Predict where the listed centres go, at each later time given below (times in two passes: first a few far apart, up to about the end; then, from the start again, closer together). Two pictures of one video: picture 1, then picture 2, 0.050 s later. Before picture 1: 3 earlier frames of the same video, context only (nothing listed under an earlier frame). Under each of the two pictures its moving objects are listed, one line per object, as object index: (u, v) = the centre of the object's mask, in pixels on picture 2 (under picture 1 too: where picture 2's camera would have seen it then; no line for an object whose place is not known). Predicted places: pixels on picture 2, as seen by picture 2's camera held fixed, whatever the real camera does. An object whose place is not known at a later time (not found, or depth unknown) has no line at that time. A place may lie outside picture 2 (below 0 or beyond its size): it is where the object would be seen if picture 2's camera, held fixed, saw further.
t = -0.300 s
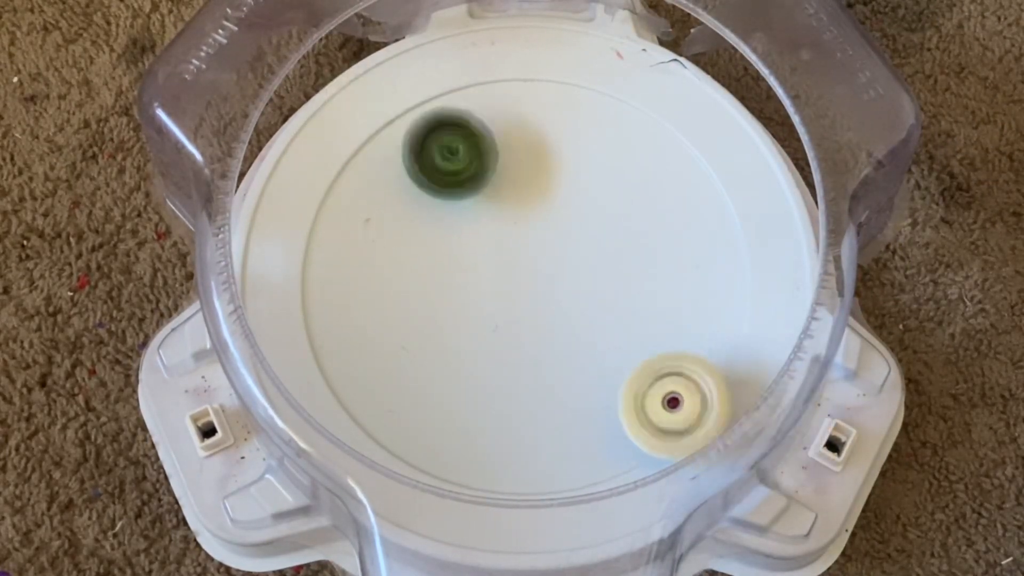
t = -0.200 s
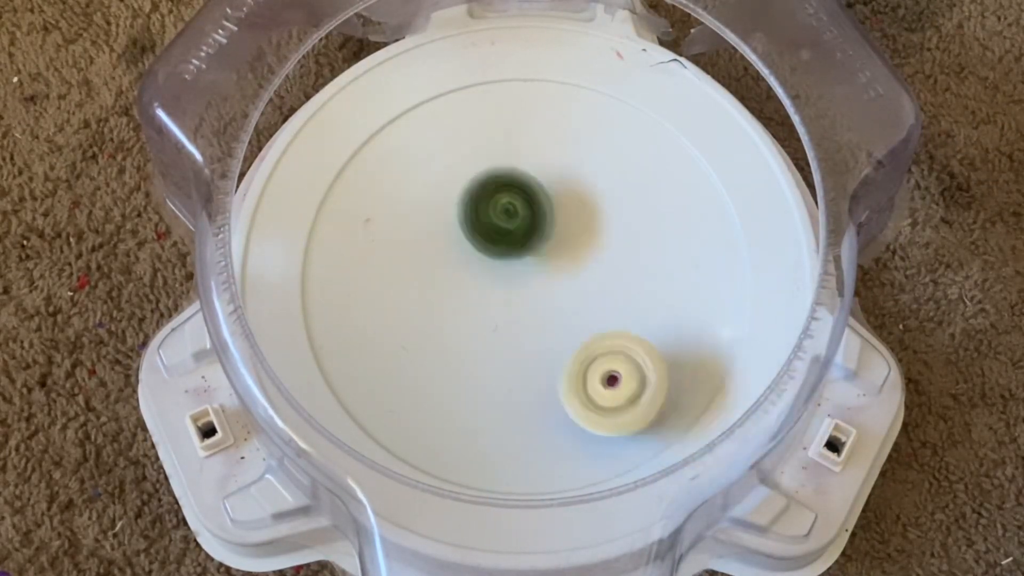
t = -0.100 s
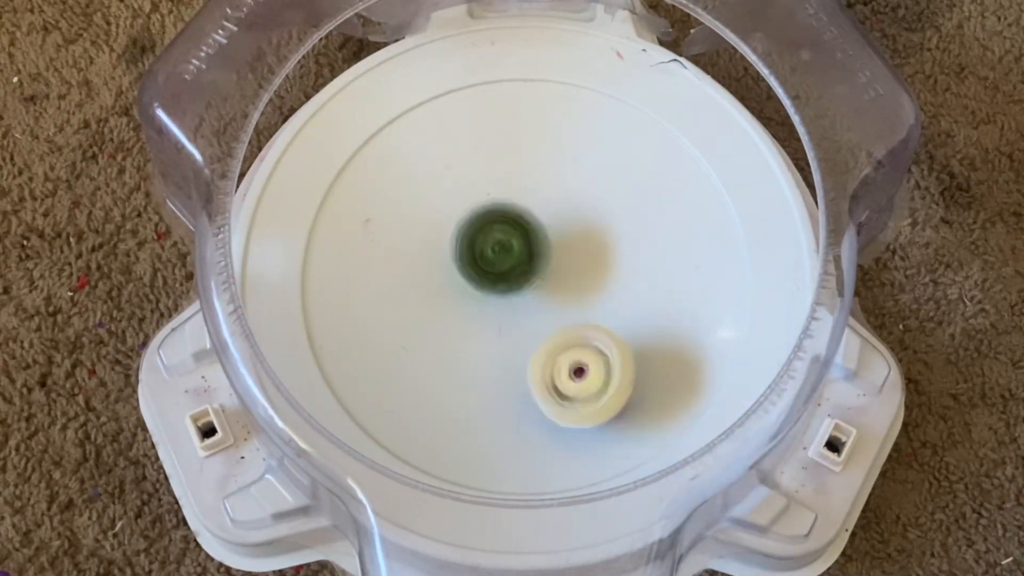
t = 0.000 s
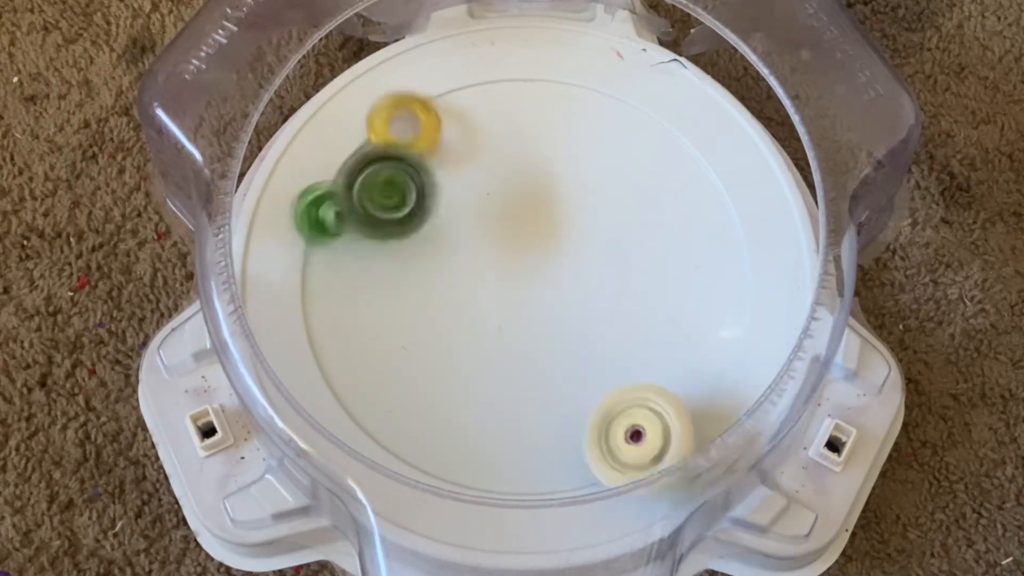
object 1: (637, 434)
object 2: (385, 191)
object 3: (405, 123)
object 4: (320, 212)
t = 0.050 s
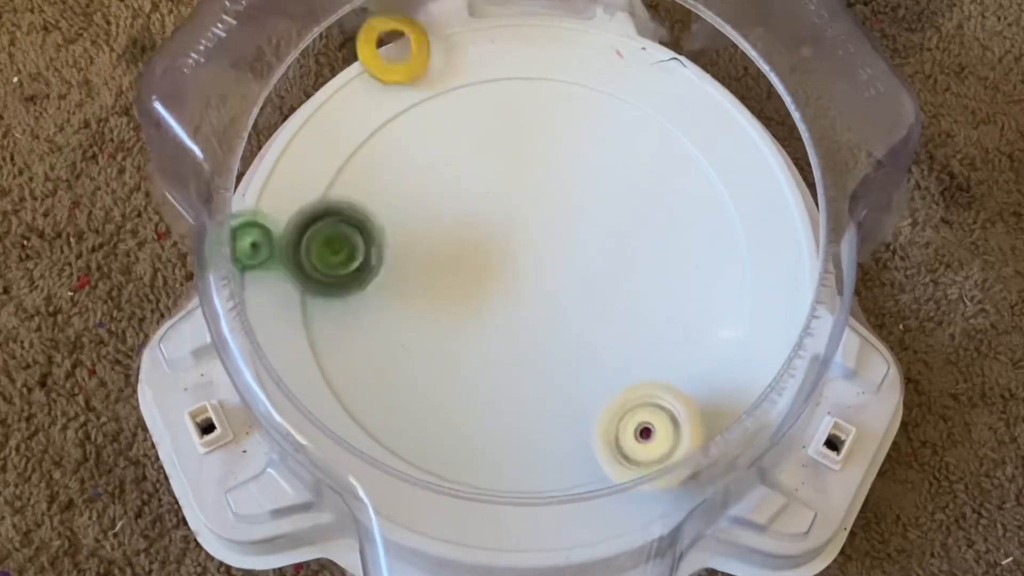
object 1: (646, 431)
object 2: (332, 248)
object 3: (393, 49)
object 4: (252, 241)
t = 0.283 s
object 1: (597, 348)
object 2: (432, 414)
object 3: (551, 299)
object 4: (494, 174)
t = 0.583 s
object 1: (610, 318)
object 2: (421, 354)
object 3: (527, 140)
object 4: (604, 74)
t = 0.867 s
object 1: (541, 291)
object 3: (544, 211)
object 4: (628, 217)
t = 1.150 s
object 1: (440, 286)
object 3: (529, 215)
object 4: (526, 310)
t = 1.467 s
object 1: (423, 278)
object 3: (552, 348)
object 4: (684, 363)
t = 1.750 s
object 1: (456, 236)
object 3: (630, 493)
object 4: (599, 298)
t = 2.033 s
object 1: (429, 170)
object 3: (579, 399)
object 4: (447, 366)
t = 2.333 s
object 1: (479, 225)
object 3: (668, 221)
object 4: (437, 31)
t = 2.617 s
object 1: (511, 236)
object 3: (436, 162)
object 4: (674, 263)
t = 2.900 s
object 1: (581, 220)
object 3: (440, 331)
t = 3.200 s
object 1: (623, 225)
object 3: (478, 398)
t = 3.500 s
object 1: (625, 254)
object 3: (514, 337)
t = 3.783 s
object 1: (575, 302)
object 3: (497, 351)
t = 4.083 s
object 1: (604, 303)
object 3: (323, 372)
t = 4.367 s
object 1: (538, 284)
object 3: (424, 339)
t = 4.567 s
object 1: (532, 362)
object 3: (318, 325)
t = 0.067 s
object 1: (648, 430)
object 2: (320, 269)
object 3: (404, 68)
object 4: (248, 257)
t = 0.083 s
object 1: (650, 427)
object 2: (321, 291)
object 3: (415, 88)
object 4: (253, 244)
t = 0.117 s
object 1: (650, 424)
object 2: (329, 327)
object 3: (438, 127)
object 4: (279, 220)
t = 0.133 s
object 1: (648, 421)
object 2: (334, 339)
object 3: (449, 149)
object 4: (298, 209)
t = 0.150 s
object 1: (645, 416)
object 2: (340, 352)
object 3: (462, 171)
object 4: (323, 206)
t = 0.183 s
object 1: (634, 402)
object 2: (356, 375)
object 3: (488, 213)
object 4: (359, 193)
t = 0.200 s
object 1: (628, 393)
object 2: (366, 386)
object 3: (502, 234)
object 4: (383, 190)
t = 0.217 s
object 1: (621, 384)
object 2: (377, 394)
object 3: (515, 255)
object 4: (401, 183)
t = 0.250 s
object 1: (607, 362)
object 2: (402, 406)
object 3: (542, 295)
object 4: (450, 177)
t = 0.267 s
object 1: (601, 351)
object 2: (416, 410)
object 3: (542, 300)
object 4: (468, 176)
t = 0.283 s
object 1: (597, 348)
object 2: (432, 414)
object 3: (551, 299)
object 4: (494, 174)
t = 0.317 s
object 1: (596, 355)
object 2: (469, 411)
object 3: (550, 238)
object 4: (528, 174)
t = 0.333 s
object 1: (595, 361)
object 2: (487, 408)
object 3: (549, 216)
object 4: (542, 156)
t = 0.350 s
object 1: (592, 363)
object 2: (505, 403)
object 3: (549, 199)
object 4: (545, 125)
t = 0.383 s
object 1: (601, 359)
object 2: (501, 394)
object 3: (548, 173)
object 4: (560, 72)
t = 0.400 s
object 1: (607, 357)
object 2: (491, 392)
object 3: (547, 163)
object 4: (565, 42)
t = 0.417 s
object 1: (612, 357)
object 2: (481, 391)
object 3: (547, 154)
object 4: (572, 24)
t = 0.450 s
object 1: (619, 354)
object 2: (462, 394)
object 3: (545, 132)
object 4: (578, 27)
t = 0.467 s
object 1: (619, 349)
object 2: (454, 390)
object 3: (544, 125)
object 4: (581, 32)
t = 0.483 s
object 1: (619, 344)
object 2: (447, 385)
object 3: (544, 119)
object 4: (582, 47)
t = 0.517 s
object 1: (617, 338)
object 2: (435, 376)
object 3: (543, 116)
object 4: (582, 67)
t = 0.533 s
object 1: (616, 332)
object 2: (431, 370)
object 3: (541, 116)
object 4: (584, 74)
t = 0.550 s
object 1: (614, 327)
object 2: (428, 365)
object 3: (537, 121)
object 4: (587, 74)
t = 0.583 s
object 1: (610, 318)
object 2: (421, 354)
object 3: (527, 140)
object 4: (604, 74)
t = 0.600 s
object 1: (608, 313)
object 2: (419, 347)
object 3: (522, 151)
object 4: (615, 77)
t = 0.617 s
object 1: (606, 309)
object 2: (418, 341)
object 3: (517, 164)
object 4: (616, 77)
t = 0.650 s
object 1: (600, 301)
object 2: (418, 329)
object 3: (504, 193)
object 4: (626, 84)
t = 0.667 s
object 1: (597, 298)
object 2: (418, 323)
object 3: (498, 209)
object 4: (630, 94)
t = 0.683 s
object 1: (595, 295)
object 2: (420, 317)
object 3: (491, 225)
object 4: (633, 97)
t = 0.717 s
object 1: (588, 290)
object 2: (414, 318)
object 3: (486, 246)
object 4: (635, 119)
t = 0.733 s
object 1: (584, 289)
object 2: (399, 336)
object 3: (496, 240)
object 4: (628, 131)
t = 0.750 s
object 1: (579, 288)
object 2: (383, 355)
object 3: (506, 236)
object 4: (629, 146)
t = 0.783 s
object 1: (570, 287)
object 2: (369, 376)
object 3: (524, 223)
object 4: (617, 172)
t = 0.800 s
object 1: (565, 287)
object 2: (364, 386)
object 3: (532, 219)
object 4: (615, 183)
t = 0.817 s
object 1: (560, 288)
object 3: (540, 214)
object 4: (606, 195)
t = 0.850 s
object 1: (547, 290)
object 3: (543, 212)
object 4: (621, 210)
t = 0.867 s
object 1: (541, 291)
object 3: (544, 211)
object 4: (628, 217)
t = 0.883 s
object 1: (534, 292)
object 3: (544, 210)
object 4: (631, 225)
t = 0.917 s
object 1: (521, 295)
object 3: (542, 208)
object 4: (636, 241)
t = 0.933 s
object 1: (515, 296)
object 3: (541, 207)
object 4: (632, 249)
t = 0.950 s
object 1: (508, 297)
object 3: (539, 207)
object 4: (630, 259)
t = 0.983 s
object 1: (495, 299)
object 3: (536, 206)
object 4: (620, 269)
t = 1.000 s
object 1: (488, 300)
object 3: (534, 206)
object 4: (614, 279)
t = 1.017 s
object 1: (482, 301)
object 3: (532, 205)
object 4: (608, 282)
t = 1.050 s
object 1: (471, 302)
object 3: (530, 206)
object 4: (589, 294)
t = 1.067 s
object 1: (465, 300)
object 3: (529, 206)
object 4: (582, 296)
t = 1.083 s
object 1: (459, 297)
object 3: (528, 207)
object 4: (569, 299)
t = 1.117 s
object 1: (449, 291)
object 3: (528, 210)
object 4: (550, 307)
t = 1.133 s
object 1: (444, 288)
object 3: (528, 212)
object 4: (539, 306)
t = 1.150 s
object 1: (440, 286)
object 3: (529, 215)
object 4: (526, 310)
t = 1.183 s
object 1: (434, 284)
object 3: (532, 221)
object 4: (508, 308)
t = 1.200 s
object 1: (432, 283)
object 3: (534, 225)
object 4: (498, 309)
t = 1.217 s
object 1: (426, 282)
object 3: (537, 230)
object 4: (514, 306)
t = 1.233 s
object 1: (421, 280)
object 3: (540, 234)
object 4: (533, 304)
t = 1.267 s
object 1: (412, 278)
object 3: (547, 247)
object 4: (575, 311)
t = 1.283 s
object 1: (409, 277)
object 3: (551, 254)
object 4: (590, 311)
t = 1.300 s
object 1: (406, 276)
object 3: (554, 261)
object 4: (612, 326)
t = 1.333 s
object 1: (404, 276)
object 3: (560, 279)
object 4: (634, 328)
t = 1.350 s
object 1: (404, 275)
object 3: (561, 288)
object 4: (644, 328)
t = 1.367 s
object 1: (404, 275)
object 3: (562, 297)
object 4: (652, 335)
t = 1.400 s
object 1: (408, 275)
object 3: (562, 316)
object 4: (663, 350)
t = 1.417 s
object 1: (411, 276)
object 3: (560, 326)
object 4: (672, 357)
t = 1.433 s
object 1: (415, 276)
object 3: (558, 333)
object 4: (673, 371)
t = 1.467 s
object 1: (423, 278)
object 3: (552, 348)
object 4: (684, 363)
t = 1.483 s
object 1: (427, 279)
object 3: (548, 354)
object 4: (680, 364)
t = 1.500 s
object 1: (431, 279)
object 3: (544, 359)
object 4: (684, 367)
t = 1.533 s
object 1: (440, 282)
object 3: (535, 366)
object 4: (685, 358)
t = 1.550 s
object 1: (444, 284)
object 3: (530, 367)
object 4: (682, 361)
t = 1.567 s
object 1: (449, 285)
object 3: (525, 368)
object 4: (683, 359)
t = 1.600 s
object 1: (457, 288)
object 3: (515, 366)
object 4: (671, 350)
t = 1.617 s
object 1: (462, 290)
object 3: (511, 363)
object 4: (668, 344)
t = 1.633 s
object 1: (465, 291)
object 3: (507, 359)
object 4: (663, 335)
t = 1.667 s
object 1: (464, 277)
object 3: (534, 393)
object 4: (644, 327)
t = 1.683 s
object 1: (462, 268)
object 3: (552, 416)
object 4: (638, 322)
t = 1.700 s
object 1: (461, 259)
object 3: (571, 441)
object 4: (629, 315)
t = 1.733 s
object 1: (458, 243)
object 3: (608, 474)
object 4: (610, 304)
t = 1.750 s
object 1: (456, 236)
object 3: (630, 493)
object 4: (599, 298)
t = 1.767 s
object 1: (452, 229)
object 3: (648, 511)
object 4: (590, 294)
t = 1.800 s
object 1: (441, 220)
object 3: (652, 514)
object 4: (566, 284)
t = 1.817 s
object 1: (438, 214)
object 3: (647, 512)
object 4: (558, 282)
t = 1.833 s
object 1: (437, 210)
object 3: (639, 510)
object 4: (547, 275)
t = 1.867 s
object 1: (434, 203)
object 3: (627, 507)
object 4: (523, 266)
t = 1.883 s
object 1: (432, 200)
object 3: (616, 499)
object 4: (513, 263)
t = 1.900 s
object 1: (432, 198)
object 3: (607, 491)
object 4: (509, 259)
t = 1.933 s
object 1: (433, 195)
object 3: (590, 480)
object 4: (489, 246)
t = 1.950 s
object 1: (432, 192)
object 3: (578, 464)
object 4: (494, 269)
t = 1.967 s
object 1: (431, 187)
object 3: (567, 453)
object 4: (512, 297)
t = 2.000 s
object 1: (429, 177)
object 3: (548, 426)
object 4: (544, 371)
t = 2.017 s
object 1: (429, 173)
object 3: (561, 411)
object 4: (496, 367)
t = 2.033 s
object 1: (429, 170)
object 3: (579, 399)
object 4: (447, 366)
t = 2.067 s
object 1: (432, 167)
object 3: (613, 376)
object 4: (328, 363)
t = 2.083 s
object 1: (433, 168)
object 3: (630, 367)
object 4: (302, 340)
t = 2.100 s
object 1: (435, 167)
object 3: (644, 360)
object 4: (306, 302)
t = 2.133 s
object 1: (437, 171)
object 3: (669, 339)
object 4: (315, 236)
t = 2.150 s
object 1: (438, 174)
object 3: (675, 325)
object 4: (321, 206)
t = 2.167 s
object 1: (441, 177)
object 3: (683, 312)
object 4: (328, 182)
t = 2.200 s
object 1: (447, 185)
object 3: (696, 292)
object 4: (344, 144)
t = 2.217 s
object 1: (449, 188)
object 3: (702, 284)
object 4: (351, 130)
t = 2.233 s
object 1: (453, 192)
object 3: (700, 272)
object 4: (360, 119)
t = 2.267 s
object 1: (460, 203)
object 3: (695, 251)
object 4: (383, 83)
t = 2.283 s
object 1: (465, 209)
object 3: (692, 243)
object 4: (397, 66)
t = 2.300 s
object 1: (470, 214)
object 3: (688, 237)
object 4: (410, 50)
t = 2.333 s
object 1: (479, 225)
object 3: (668, 221)
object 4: (437, 31)
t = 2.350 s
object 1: (483, 231)
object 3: (657, 215)
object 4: (453, 27)
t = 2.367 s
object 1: (487, 237)
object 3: (646, 211)
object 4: (471, 27)
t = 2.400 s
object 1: (489, 237)
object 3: (616, 198)
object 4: (505, 35)
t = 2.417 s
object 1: (490, 236)
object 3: (601, 193)
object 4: (523, 41)
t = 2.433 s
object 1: (490, 236)
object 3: (585, 188)
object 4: (538, 49)
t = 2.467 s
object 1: (491, 236)
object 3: (554, 177)
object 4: (571, 72)
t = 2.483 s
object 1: (492, 237)
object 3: (538, 172)
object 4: (585, 85)
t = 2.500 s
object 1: (494, 236)
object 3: (524, 166)
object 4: (602, 102)
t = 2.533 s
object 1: (498, 236)
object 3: (493, 162)
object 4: (627, 141)
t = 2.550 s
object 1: (499, 235)
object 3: (480, 161)
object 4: (640, 162)
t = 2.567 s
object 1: (500, 236)
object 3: (467, 161)
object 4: (649, 183)
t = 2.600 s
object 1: (507, 235)
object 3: (446, 160)
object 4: (666, 235)
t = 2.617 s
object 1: (511, 236)
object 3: (436, 162)
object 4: (674, 263)
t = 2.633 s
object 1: (513, 236)
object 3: (428, 165)
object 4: (683, 291)
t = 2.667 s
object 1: (519, 237)
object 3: (417, 174)
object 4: (695, 341)
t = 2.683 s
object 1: (524, 236)
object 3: (413, 180)
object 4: (702, 369)
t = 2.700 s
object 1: (527, 236)
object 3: (410, 189)
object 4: (704, 391)
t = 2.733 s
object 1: (533, 235)
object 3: (409, 206)
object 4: (699, 431)
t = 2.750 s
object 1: (537, 236)
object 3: (410, 218)
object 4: (703, 459)
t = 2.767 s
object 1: (541, 236)
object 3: (412, 230)
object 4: (700, 479)
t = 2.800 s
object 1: (548, 236)
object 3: (417, 255)
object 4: (681, 496)
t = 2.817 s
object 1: (551, 237)
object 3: (421, 270)
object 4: (671, 503)
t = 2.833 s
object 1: (554, 237)
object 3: (424, 282)
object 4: (658, 508)
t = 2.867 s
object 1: (565, 229)
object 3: (431, 310)
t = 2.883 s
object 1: (573, 224)
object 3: (436, 322)
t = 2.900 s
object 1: (581, 220)
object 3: (440, 331)
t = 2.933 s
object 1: (594, 216)
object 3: (438, 352)
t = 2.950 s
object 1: (601, 216)
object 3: (438, 365)
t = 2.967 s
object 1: (606, 214)
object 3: (438, 376)
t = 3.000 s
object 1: (616, 213)
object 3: (440, 400)
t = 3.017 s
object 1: (620, 213)
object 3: (443, 409)
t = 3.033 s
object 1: (622, 214)
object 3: (445, 411)
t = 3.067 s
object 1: (627, 215)
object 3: (452, 416)
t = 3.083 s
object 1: (628, 216)
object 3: (454, 421)
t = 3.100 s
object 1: (629, 217)
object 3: (457, 425)
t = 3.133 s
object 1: (628, 218)
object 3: (460, 422)
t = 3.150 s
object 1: (627, 220)
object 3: (464, 419)
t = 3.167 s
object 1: (627, 222)
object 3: (466, 414)
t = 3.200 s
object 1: (623, 225)
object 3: (478, 398)
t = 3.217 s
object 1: (620, 227)
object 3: (483, 389)
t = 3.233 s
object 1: (616, 228)
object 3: (490, 381)
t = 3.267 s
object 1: (609, 234)
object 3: (506, 358)
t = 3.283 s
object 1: (604, 235)
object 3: (516, 347)
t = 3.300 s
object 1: (601, 239)
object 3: (526, 336)
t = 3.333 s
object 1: (590, 242)
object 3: (543, 315)
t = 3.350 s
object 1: (591, 247)
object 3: (554, 306)
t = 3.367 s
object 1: (597, 247)
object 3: (554, 303)
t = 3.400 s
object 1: (608, 241)
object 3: (545, 311)
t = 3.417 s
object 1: (612, 241)
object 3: (541, 319)
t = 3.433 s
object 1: (616, 246)
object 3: (535, 326)
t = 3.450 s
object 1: (620, 249)
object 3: (531, 332)
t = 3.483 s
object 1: (625, 251)
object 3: (520, 335)
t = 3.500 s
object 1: (625, 254)
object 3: (514, 337)
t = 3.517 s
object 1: (626, 259)
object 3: (509, 341)
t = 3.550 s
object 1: (626, 265)
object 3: (497, 346)
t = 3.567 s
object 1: (623, 267)
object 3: (492, 346)
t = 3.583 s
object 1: (621, 274)
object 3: (489, 344)
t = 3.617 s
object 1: (616, 279)
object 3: (482, 343)
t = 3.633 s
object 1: (613, 280)
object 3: (480, 343)
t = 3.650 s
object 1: (609, 283)
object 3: (480, 345)
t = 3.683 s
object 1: (601, 287)
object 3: (482, 348)
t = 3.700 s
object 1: (599, 289)
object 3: (483, 351)
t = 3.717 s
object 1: (593, 291)
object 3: (487, 351)
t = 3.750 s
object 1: (585, 296)
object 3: (492, 351)
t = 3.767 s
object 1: (580, 300)
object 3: (494, 352)
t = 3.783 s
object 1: (575, 302)
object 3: (497, 351)
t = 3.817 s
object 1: (577, 305)
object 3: (468, 355)
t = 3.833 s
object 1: (585, 306)
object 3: (442, 362)
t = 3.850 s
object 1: (590, 306)
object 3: (418, 370)
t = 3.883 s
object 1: (601, 308)
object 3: (371, 386)
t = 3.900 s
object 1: (606, 308)
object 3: (351, 389)
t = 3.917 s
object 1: (607, 309)
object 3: (337, 391)
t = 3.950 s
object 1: (610, 311)
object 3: (328, 386)
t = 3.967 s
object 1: (611, 310)
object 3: (324, 386)
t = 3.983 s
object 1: (610, 311)
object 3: (324, 381)
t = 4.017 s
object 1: (610, 310)
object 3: (326, 378)
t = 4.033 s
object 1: (608, 308)
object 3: (316, 378)
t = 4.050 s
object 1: (607, 308)
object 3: (318, 376)
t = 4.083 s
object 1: (604, 303)
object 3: (323, 372)
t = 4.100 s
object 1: (602, 302)
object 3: (329, 368)
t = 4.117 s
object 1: (600, 299)
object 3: (335, 365)
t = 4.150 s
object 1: (595, 295)
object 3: (349, 358)
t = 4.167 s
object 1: (592, 293)
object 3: (357, 355)
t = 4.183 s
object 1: (589, 291)
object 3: (365, 351)
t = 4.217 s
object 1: (582, 287)
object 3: (382, 343)
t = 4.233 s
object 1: (579, 285)
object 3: (389, 343)
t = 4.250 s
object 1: (574, 283)
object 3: (395, 342)
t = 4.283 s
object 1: (566, 281)
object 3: (406, 340)
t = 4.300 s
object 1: (562, 280)
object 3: (411, 340)
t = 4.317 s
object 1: (557, 281)
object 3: (415, 339)
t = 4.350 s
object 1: (546, 282)
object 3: (421, 339)
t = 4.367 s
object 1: (538, 284)
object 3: (424, 339)
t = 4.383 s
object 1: (532, 287)
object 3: (426, 339)
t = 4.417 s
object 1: (518, 296)
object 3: (428, 339)
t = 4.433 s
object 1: (515, 304)
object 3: (428, 339)
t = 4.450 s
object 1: (510, 313)
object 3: (428, 339)
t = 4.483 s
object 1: (511, 327)
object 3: (407, 336)
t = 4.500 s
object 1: (517, 335)
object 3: (386, 333)
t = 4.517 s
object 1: (521, 344)
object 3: (366, 331)
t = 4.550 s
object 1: (530, 356)
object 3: (330, 329)
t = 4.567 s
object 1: (532, 362)
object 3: (318, 325)
